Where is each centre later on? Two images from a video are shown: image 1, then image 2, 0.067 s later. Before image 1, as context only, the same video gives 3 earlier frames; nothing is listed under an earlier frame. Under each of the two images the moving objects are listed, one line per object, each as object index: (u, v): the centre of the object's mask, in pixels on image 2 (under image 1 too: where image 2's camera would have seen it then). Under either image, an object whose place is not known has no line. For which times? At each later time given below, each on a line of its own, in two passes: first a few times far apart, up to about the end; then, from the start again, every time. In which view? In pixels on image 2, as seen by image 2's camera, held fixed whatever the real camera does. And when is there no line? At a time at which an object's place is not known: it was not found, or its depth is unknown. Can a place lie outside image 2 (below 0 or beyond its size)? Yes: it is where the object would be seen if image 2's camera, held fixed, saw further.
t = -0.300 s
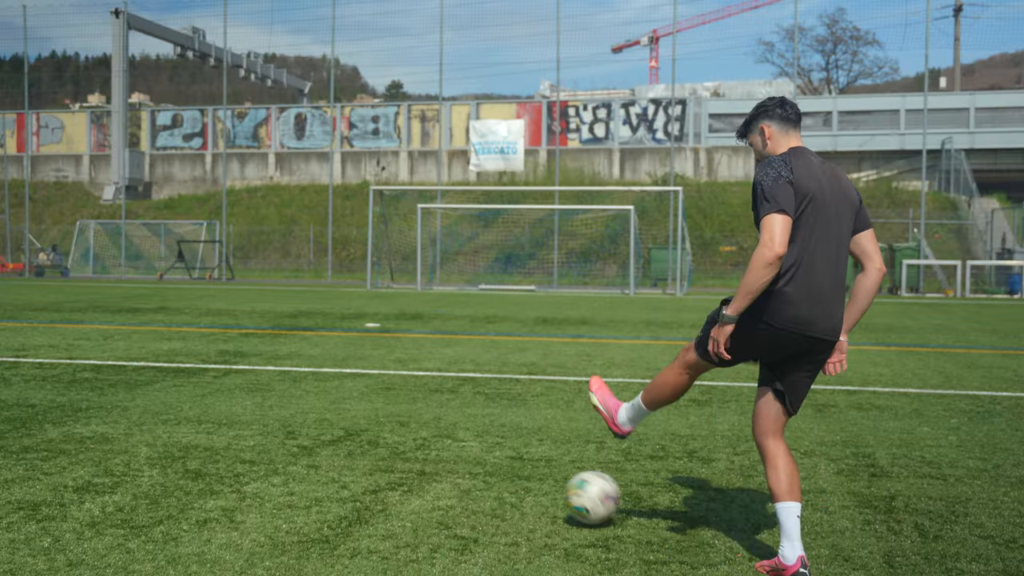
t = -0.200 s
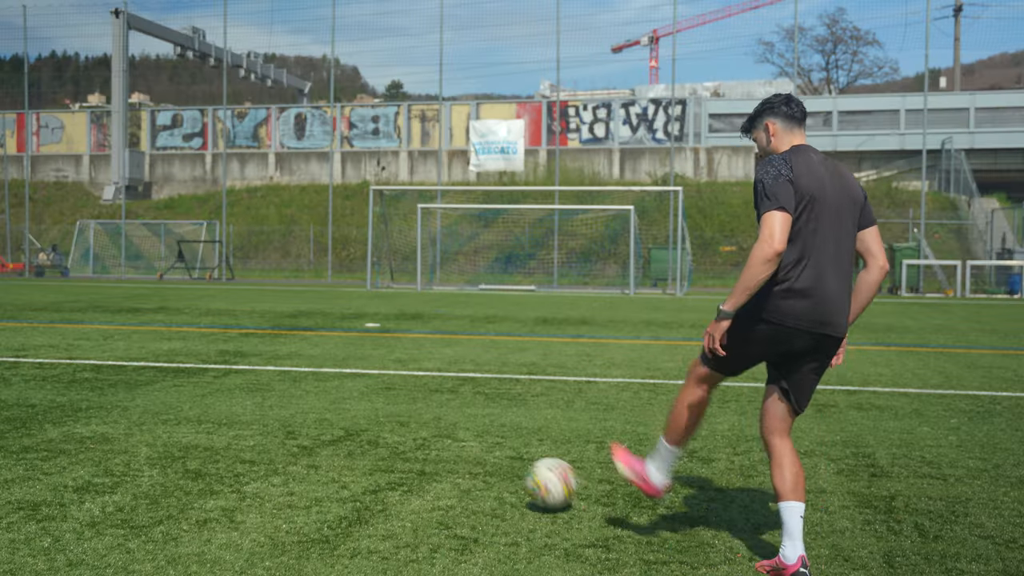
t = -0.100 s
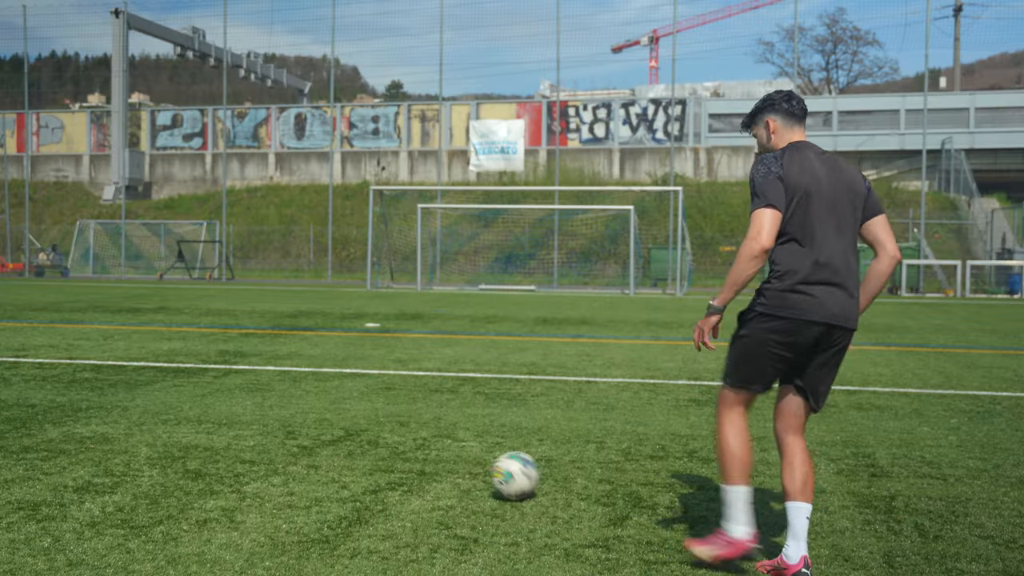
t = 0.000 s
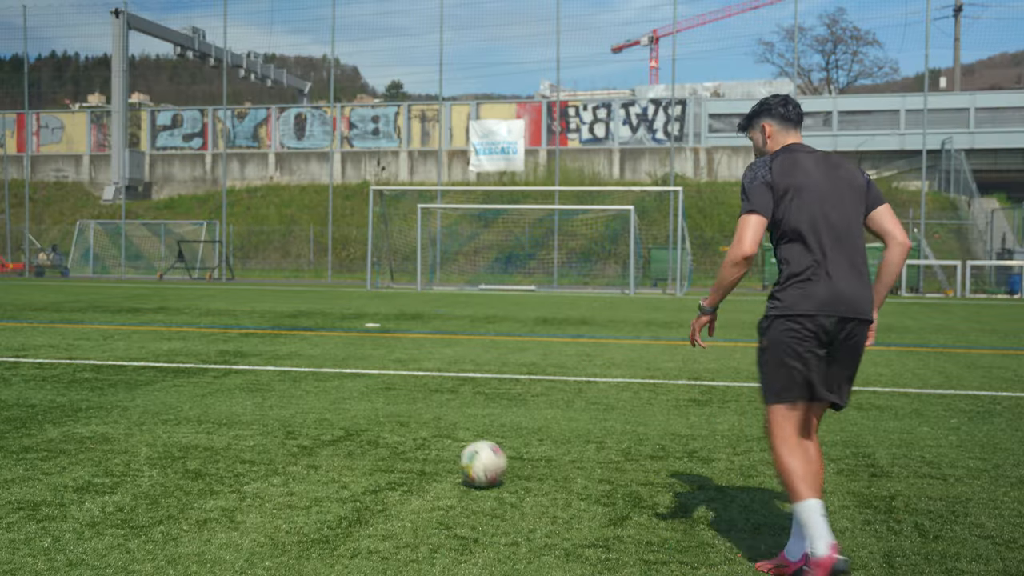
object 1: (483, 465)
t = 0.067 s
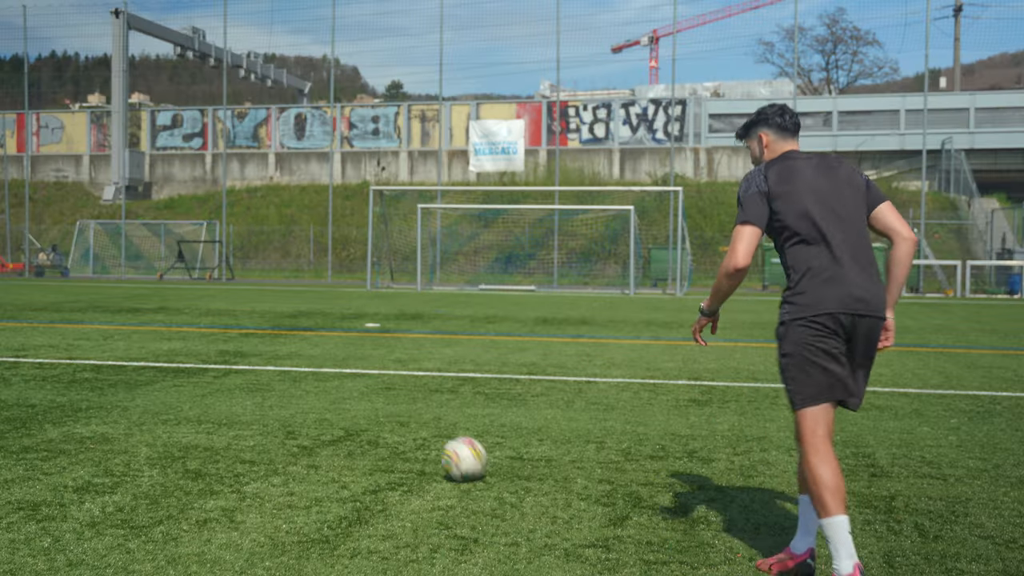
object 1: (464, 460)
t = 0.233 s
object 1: (423, 446)
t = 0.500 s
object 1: (373, 427)
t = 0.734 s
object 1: (339, 415)
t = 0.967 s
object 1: (313, 405)
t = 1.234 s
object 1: (289, 396)
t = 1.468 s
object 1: (272, 389)
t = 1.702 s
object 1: (258, 382)
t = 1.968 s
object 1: (248, 377)
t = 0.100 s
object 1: (455, 456)
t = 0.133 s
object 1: (446, 454)
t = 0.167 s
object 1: (438, 452)
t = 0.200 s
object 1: (431, 448)
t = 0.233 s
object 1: (423, 446)
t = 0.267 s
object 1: (416, 443)
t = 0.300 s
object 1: (410, 441)
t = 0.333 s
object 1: (403, 438)
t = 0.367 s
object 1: (397, 436)
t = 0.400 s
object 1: (391, 433)
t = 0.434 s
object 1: (385, 431)
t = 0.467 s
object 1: (379, 429)
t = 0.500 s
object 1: (373, 427)
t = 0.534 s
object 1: (368, 425)
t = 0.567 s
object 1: (363, 423)
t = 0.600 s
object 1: (358, 422)
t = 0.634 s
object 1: (353, 420)
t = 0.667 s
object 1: (348, 419)
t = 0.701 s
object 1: (343, 417)
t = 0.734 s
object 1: (339, 415)
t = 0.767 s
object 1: (335, 414)
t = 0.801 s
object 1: (332, 413)
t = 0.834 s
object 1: (327, 411)
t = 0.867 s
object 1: (323, 409)
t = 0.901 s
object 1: (320, 408)
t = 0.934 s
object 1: (316, 406)
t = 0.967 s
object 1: (313, 405)
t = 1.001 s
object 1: (310, 404)
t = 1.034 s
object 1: (306, 402)
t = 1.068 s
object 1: (303, 401)
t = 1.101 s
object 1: (300, 400)
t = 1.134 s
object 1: (297, 399)
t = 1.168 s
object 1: (294, 397)
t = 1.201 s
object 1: (291, 396)
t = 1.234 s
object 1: (289, 396)
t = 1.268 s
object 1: (286, 394)
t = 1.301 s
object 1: (283, 393)
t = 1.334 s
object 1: (281, 392)
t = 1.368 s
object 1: (279, 391)
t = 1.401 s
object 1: (276, 390)
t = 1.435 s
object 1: (274, 389)
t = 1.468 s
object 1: (272, 389)
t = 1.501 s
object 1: (270, 387)
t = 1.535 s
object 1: (267, 387)
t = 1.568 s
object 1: (265, 385)
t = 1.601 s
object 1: (264, 385)
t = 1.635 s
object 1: (262, 384)
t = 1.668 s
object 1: (260, 383)
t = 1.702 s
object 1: (258, 382)
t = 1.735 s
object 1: (257, 382)
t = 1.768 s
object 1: (255, 381)
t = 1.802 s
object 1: (254, 380)
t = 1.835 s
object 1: (252, 379)
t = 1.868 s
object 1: (251, 379)
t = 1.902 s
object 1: (250, 378)
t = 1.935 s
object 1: (249, 377)
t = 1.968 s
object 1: (248, 377)
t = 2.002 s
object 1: (247, 377)
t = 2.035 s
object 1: (245, 375)
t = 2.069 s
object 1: (244, 375)
